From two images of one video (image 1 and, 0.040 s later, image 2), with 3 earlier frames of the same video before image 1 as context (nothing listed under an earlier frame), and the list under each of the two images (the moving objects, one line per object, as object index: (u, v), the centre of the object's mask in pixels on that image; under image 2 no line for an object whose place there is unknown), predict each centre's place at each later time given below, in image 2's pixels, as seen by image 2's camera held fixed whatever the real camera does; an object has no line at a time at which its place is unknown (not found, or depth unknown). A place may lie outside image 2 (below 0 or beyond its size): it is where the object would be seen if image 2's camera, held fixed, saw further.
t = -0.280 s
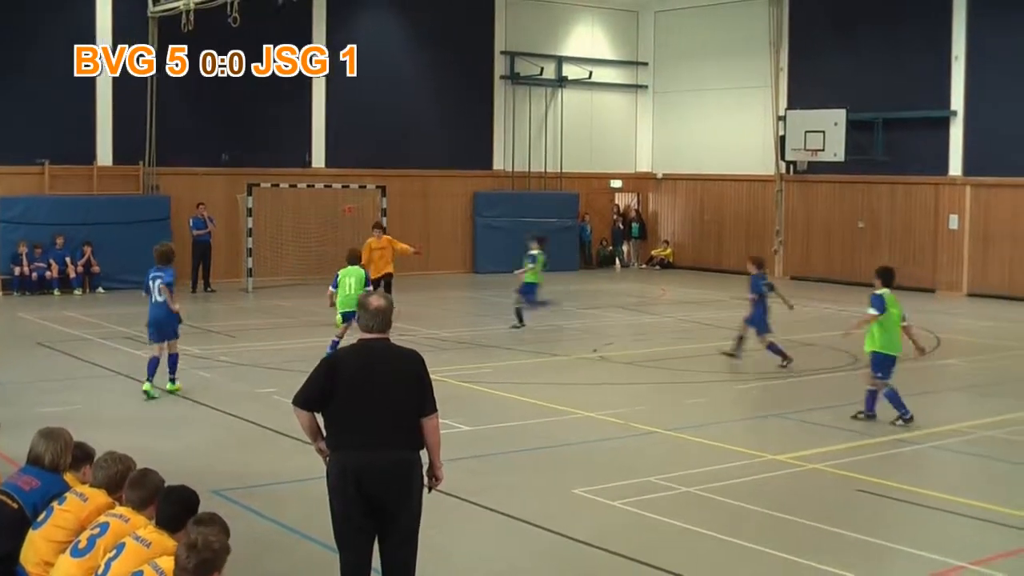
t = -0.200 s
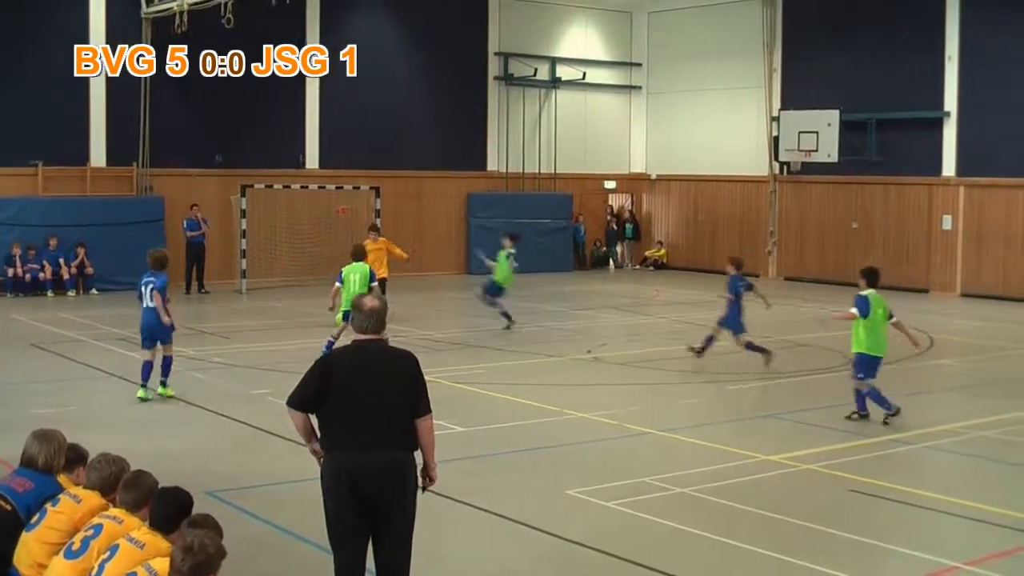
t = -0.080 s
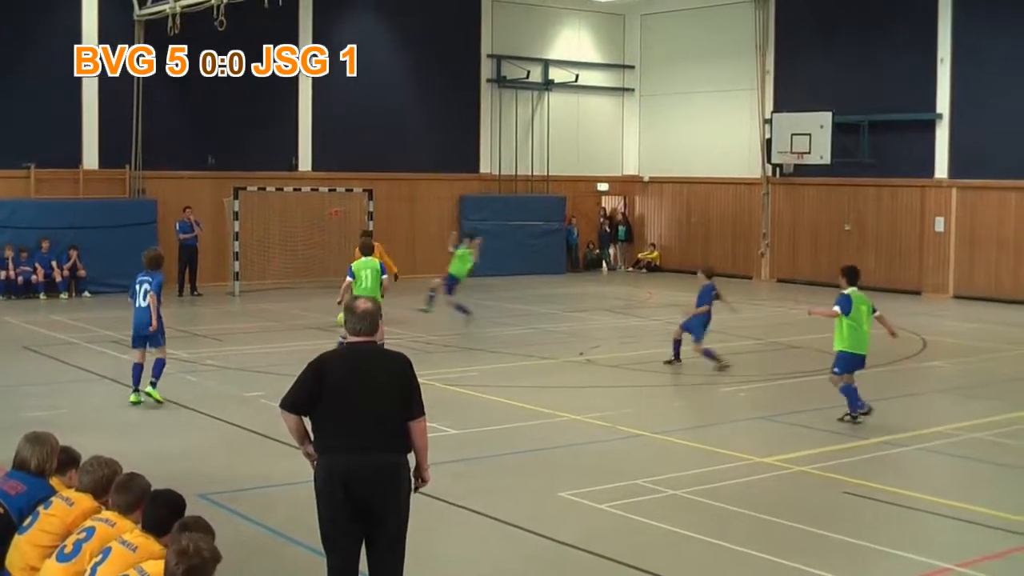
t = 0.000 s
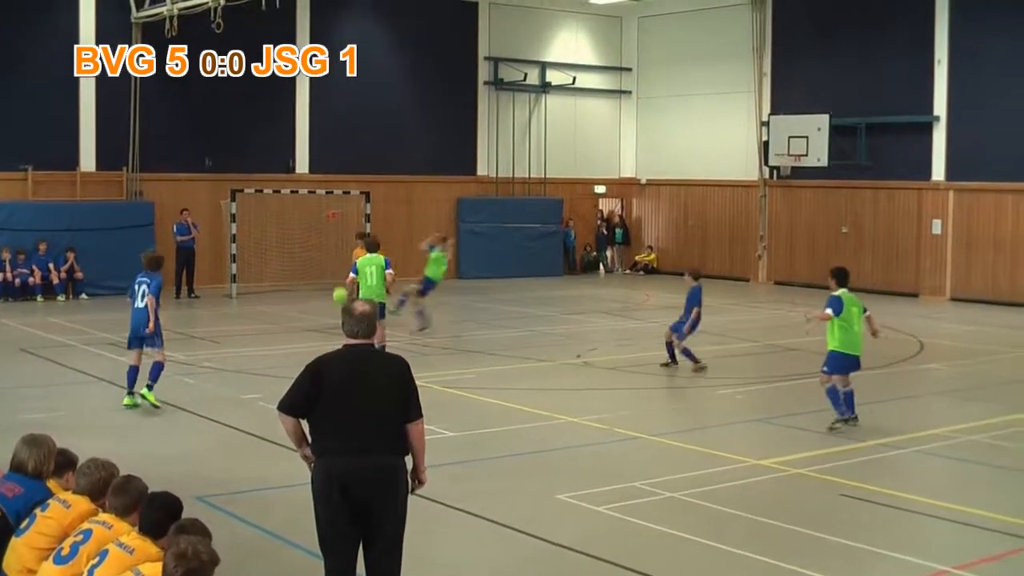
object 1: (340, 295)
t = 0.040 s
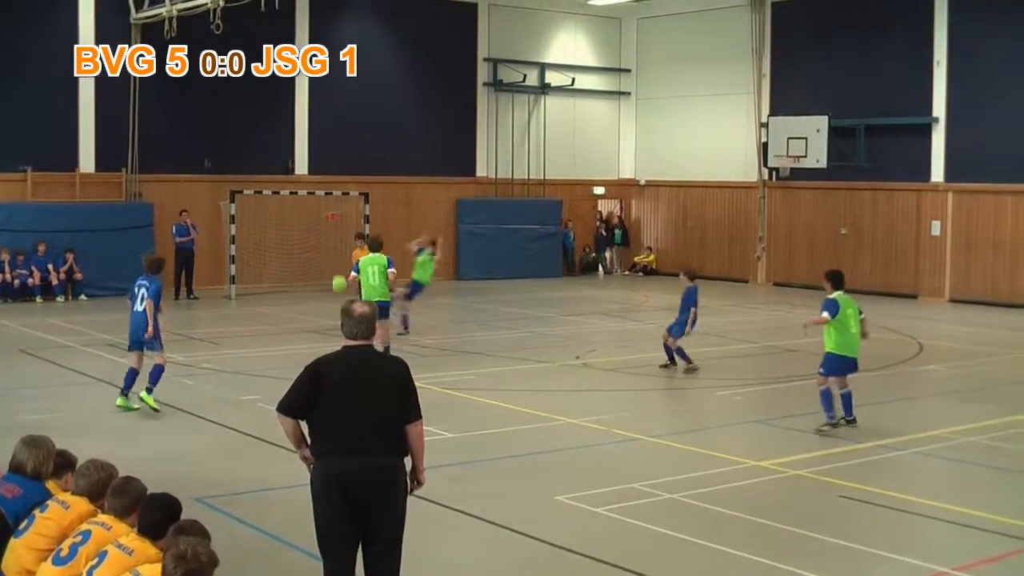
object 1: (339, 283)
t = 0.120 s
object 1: (338, 259)
